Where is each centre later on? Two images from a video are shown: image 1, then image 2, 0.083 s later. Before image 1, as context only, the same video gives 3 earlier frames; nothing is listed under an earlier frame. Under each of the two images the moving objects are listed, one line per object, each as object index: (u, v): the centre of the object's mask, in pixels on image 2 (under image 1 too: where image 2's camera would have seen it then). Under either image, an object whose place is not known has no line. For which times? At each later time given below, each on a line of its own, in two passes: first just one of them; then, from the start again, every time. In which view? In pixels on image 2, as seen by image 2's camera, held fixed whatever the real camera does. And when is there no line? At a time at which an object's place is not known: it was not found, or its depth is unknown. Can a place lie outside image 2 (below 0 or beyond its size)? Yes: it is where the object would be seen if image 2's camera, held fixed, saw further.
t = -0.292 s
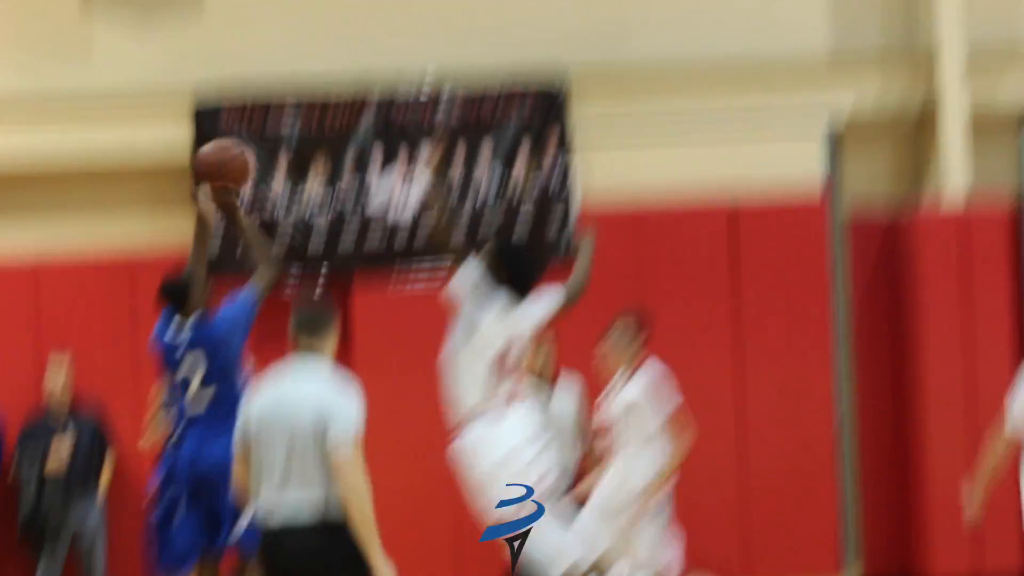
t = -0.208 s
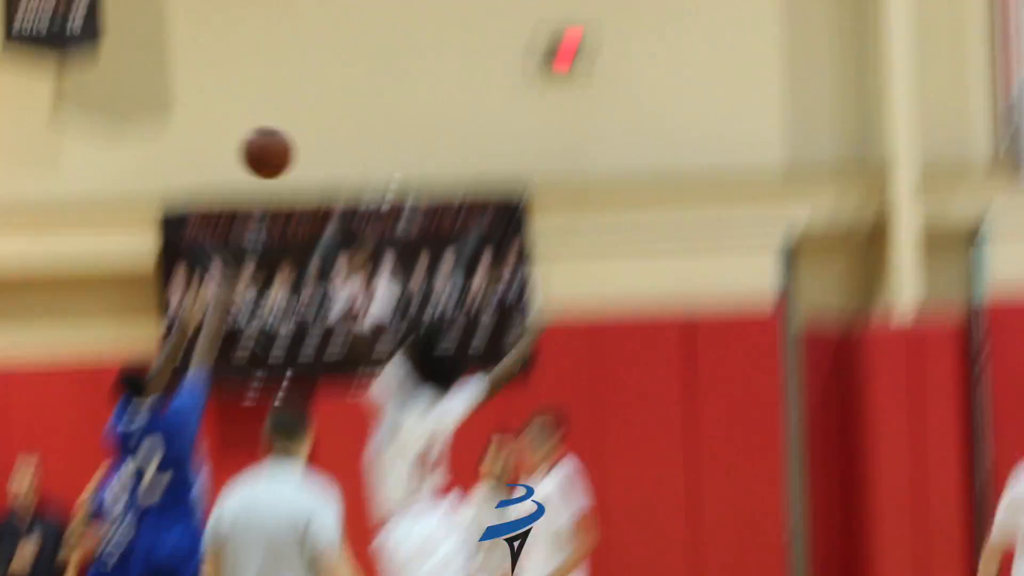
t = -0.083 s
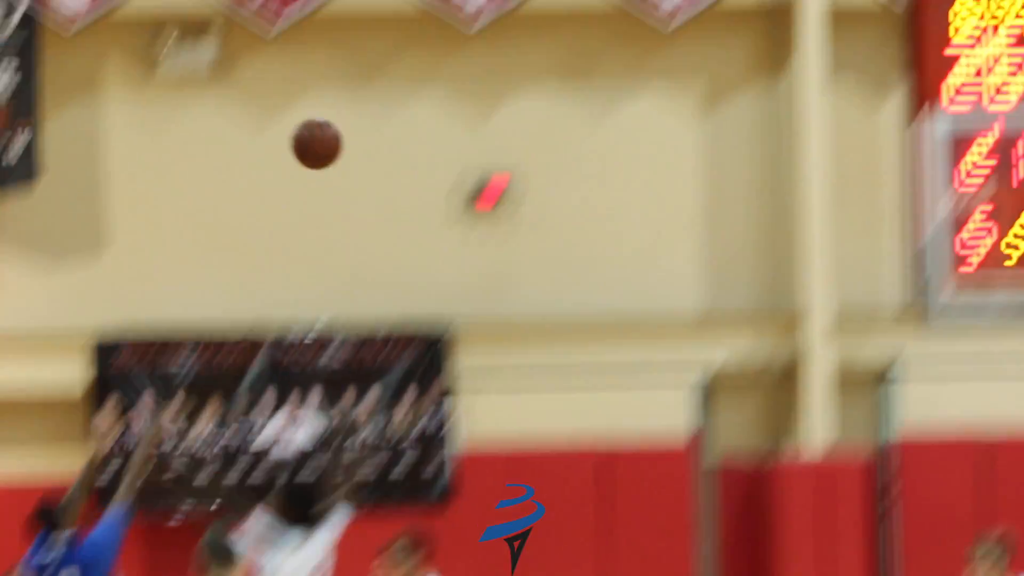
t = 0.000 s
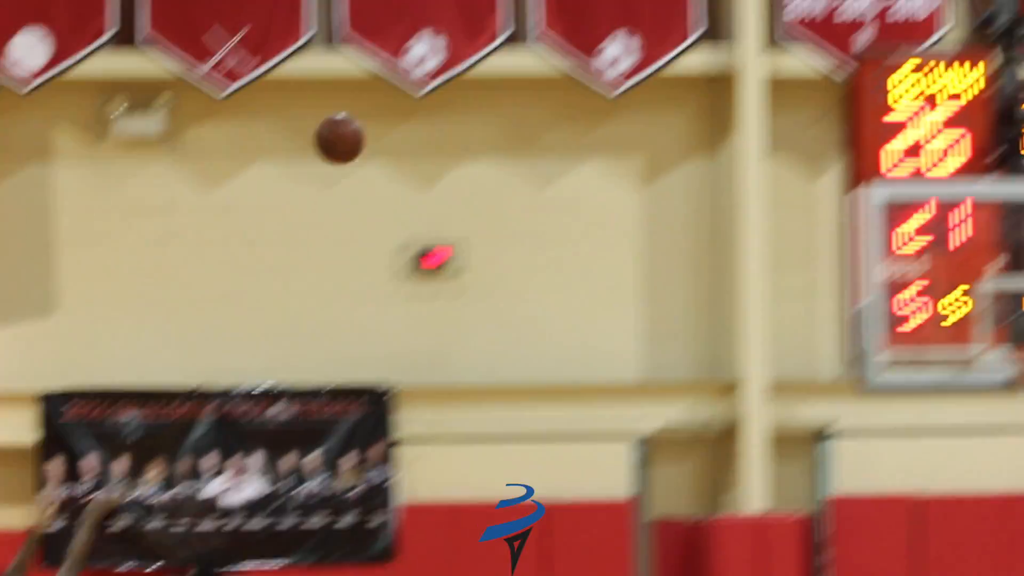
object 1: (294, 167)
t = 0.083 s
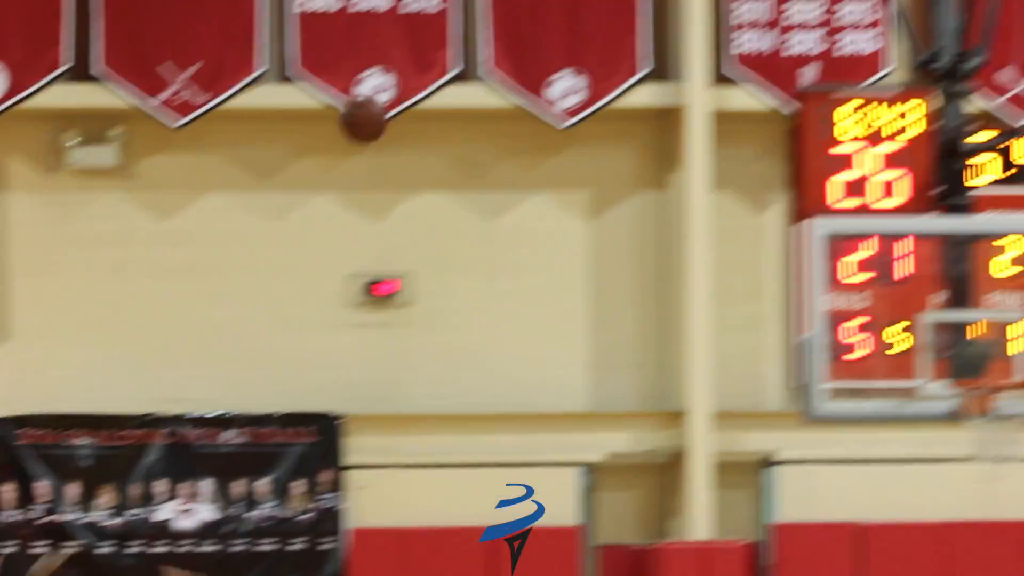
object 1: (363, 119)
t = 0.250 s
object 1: (499, 59)
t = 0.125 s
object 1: (399, 99)
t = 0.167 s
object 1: (432, 82)
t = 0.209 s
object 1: (465, 69)
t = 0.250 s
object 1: (499, 59)
